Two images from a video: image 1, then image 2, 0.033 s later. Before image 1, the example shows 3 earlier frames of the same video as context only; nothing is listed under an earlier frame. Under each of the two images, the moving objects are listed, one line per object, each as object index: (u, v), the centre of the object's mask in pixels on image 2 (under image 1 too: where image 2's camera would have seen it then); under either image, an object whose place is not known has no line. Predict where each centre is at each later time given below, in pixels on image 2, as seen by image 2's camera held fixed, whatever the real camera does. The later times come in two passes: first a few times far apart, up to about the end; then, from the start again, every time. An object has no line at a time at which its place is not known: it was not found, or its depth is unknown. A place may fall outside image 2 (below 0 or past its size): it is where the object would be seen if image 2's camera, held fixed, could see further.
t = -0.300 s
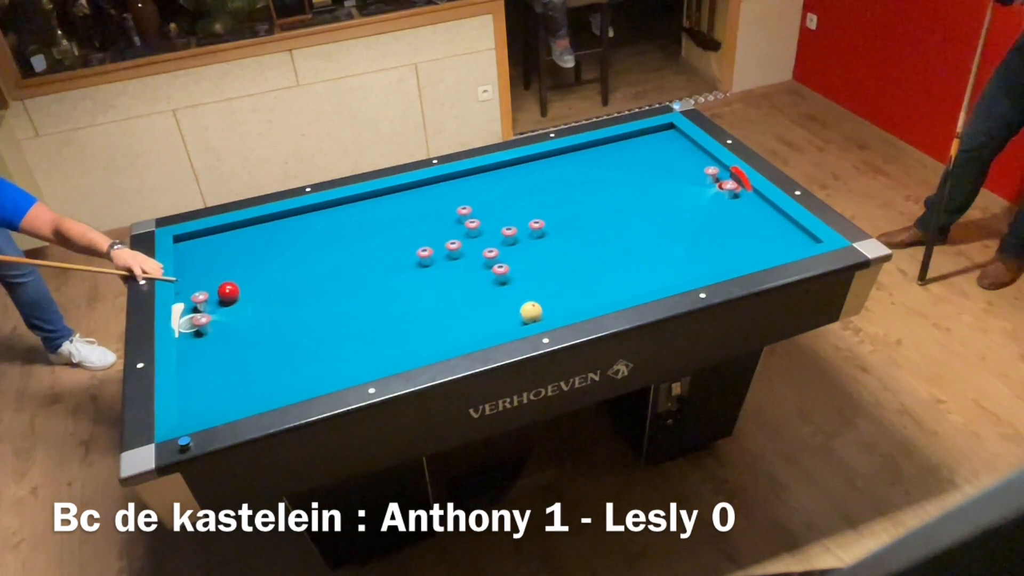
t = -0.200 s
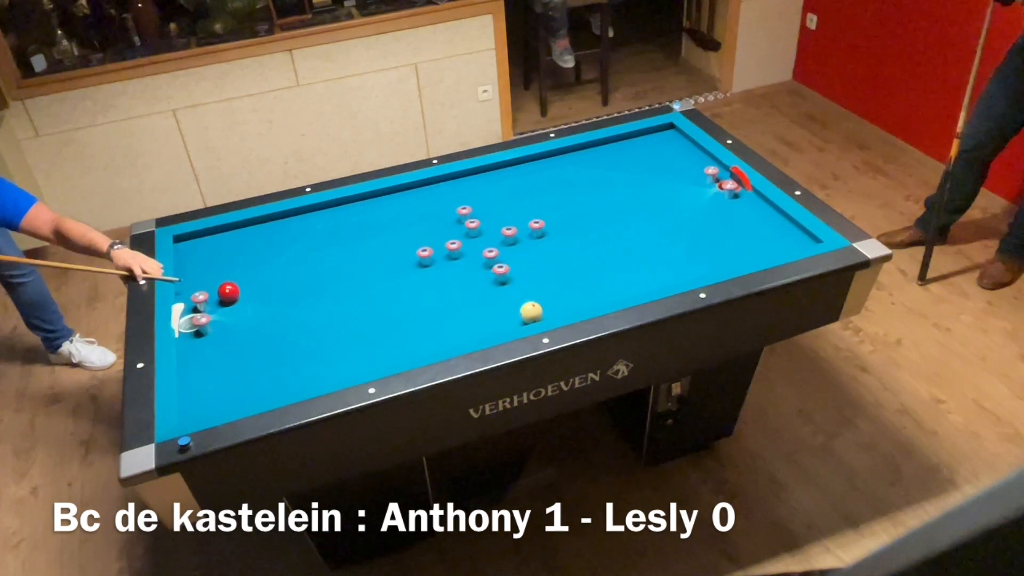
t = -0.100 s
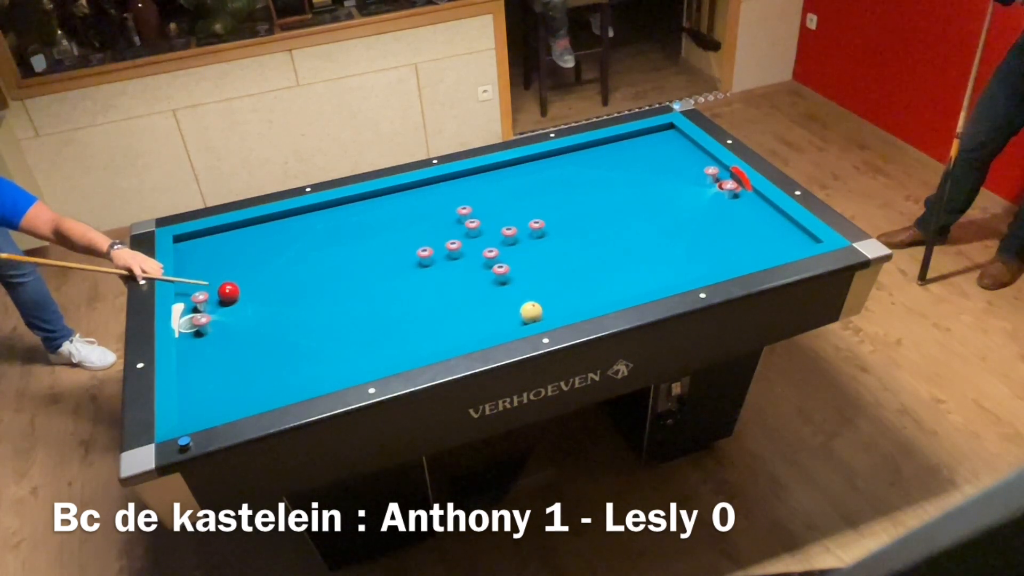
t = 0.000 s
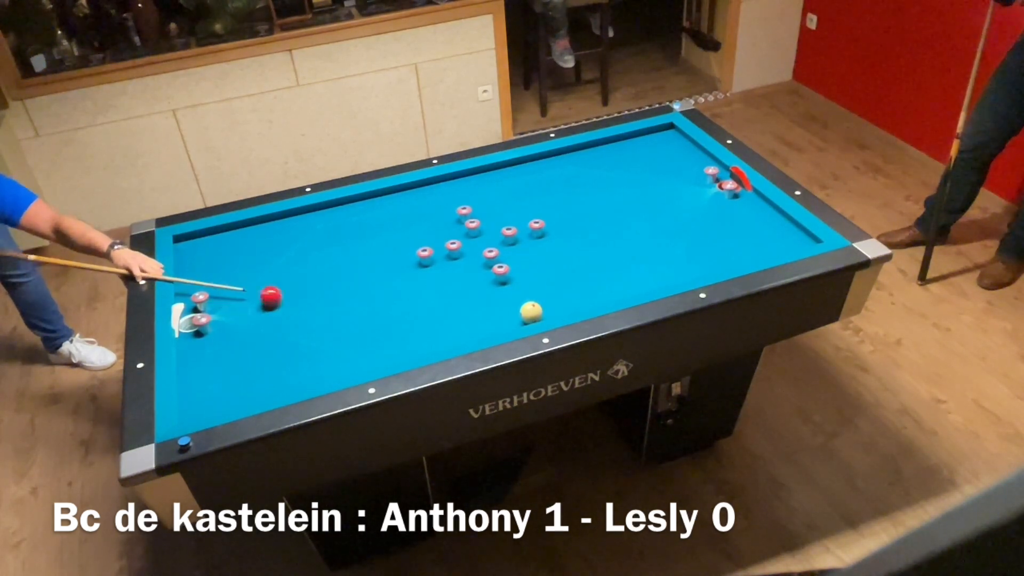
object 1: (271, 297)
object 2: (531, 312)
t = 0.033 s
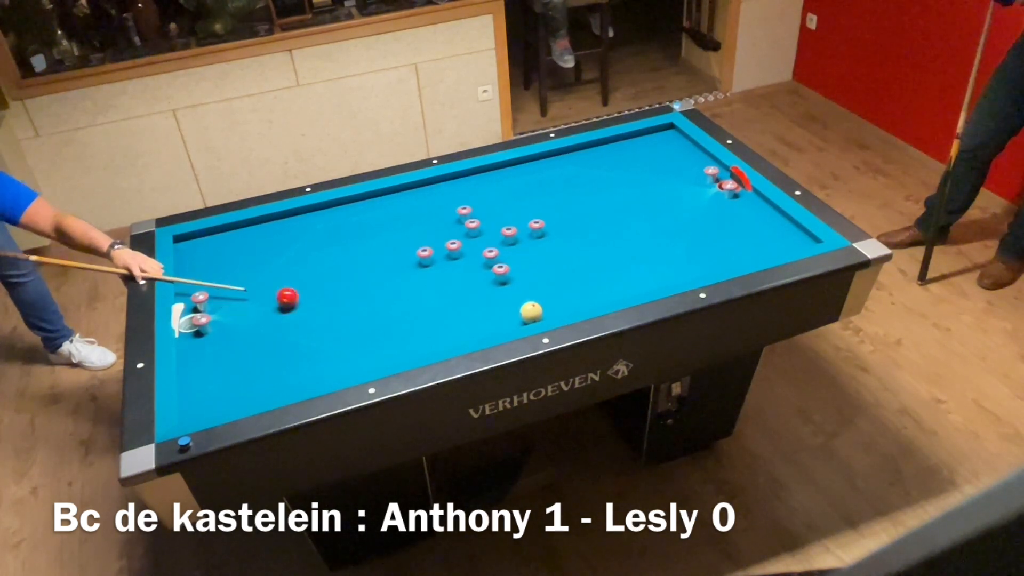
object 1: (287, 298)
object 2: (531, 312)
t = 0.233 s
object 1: (389, 308)
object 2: (531, 312)
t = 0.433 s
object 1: (495, 318)
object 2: (531, 312)
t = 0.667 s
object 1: (527, 296)
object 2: (595, 292)
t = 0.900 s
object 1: (550, 266)
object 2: (654, 275)
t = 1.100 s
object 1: (567, 242)
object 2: (703, 261)
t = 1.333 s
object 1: (585, 217)
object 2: (756, 245)
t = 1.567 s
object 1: (602, 194)
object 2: (794, 233)
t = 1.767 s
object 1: (615, 177)
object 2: (768, 241)
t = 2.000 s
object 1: (629, 157)
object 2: (739, 250)
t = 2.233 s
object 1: (641, 140)
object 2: (711, 258)
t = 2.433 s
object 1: (656, 135)
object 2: (687, 266)
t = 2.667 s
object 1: (676, 137)
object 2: (659, 274)
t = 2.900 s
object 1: (679, 142)
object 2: (631, 282)
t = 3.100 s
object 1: (677, 148)
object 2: (607, 289)
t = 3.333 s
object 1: (675, 153)
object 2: (580, 297)
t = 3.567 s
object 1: (673, 159)
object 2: (553, 305)
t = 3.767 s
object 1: (671, 164)
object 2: (530, 312)
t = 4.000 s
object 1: (669, 169)
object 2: (503, 320)
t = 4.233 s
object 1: (666, 174)
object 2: (477, 327)
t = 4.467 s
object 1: (664, 178)
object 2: (451, 334)
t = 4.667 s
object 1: (663, 182)
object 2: (430, 341)
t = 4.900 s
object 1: (660, 186)
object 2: (405, 348)
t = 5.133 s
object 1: (658, 190)
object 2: (381, 355)
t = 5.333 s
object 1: (657, 193)
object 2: (361, 360)
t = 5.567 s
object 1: (655, 197)
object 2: (338, 366)
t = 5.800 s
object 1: (653, 199)
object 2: (316, 372)
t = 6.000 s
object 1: (652, 201)
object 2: (298, 377)
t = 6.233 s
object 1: (650, 203)
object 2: (278, 383)
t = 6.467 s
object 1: (649, 205)
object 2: (258, 389)
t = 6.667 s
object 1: (648, 206)
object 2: (242, 394)
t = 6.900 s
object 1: (647, 208)
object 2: (224, 398)
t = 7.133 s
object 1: (647, 209)
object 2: (208, 403)
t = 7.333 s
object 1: (646, 209)
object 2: (194, 406)
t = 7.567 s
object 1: (646, 209)
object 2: (198, 405)
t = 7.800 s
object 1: (646, 209)
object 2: (206, 403)
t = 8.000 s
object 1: (646, 209)
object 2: (211, 402)
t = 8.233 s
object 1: (646, 209)
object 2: (216, 400)
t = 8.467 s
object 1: (646, 209)
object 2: (221, 398)
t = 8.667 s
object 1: (646, 209)
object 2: (223, 397)
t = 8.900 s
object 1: (646, 209)
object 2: (225, 396)
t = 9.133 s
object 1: (646, 209)
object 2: (227, 396)
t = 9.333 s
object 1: (646, 209)
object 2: (228, 396)
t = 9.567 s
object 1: (646, 209)
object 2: (228, 396)
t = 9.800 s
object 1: (646, 209)
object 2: (228, 396)
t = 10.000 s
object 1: (646, 209)
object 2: (228, 396)
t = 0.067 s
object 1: (304, 299)
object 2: (531, 312)
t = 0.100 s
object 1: (321, 301)
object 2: (531, 312)
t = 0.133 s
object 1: (338, 303)
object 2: (531, 312)
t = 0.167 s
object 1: (354, 304)
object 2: (531, 312)
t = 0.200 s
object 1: (372, 306)
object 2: (531, 312)
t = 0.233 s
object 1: (389, 308)
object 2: (531, 312)
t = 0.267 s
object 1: (406, 309)
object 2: (531, 312)
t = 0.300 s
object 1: (424, 311)
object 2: (531, 312)
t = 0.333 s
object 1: (442, 313)
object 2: (531, 312)
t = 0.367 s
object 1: (459, 314)
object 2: (531, 312)
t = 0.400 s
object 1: (477, 316)
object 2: (531, 312)
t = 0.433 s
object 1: (495, 318)
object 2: (531, 312)
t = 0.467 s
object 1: (511, 319)
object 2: (533, 311)
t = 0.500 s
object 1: (515, 320)
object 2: (546, 307)
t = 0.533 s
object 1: (516, 316)
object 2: (557, 304)
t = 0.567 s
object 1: (518, 311)
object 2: (568, 301)
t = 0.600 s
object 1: (520, 306)
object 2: (578, 297)
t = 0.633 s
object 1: (524, 301)
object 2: (586, 295)
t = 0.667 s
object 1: (527, 296)
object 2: (595, 292)
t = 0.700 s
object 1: (530, 292)
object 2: (604, 290)
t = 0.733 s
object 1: (534, 287)
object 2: (613, 287)
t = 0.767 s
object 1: (537, 283)
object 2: (621, 285)
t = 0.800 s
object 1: (540, 278)
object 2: (629, 282)
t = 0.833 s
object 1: (543, 274)
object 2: (638, 280)
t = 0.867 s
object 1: (546, 270)
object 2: (646, 277)
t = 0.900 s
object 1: (550, 266)
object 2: (654, 275)
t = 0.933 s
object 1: (553, 262)
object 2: (663, 272)
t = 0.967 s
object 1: (556, 258)
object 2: (671, 270)
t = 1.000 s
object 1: (558, 253)
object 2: (679, 268)
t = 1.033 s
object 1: (561, 250)
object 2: (687, 266)
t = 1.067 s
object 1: (564, 246)
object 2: (695, 263)
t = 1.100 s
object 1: (567, 242)
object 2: (703, 261)
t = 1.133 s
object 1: (570, 238)
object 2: (711, 258)
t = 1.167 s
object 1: (572, 234)
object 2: (718, 256)
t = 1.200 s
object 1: (575, 231)
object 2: (726, 254)
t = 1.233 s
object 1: (578, 227)
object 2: (733, 251)
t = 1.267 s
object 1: (580, 224)
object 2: (741, 249)
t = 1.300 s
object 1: (583, 220)
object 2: (749, 247)
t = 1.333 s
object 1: (585, 217)
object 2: (756, 245)
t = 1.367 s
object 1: (588, 213)
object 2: (763, 243)
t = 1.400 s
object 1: (590, 210)
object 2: (771, 240)
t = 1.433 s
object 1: (593, 206)
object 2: (778, 238)
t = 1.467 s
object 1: (595, 204)
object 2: (785, 236)
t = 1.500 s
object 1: (597, 200)
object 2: (792, 234)
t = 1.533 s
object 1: (599, 197)
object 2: (799, 232)
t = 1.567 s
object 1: (602, 194)
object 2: (794, 233)
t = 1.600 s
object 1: (604, 191)
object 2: (789, 235)
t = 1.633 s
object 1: (606, 188)
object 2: (785, 236)
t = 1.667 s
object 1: (608, 185)
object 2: (781, 238)
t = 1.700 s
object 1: (611, 182)
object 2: (776, 239)
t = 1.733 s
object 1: (613, 179)
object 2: (772, 240)
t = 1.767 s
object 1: (615, 177)
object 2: (768, 241)
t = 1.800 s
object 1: (617, 173)
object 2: (764, 242)
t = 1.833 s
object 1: (619, 171)
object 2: (760, 244)
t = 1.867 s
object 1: (621, 168)
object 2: (756, 245)
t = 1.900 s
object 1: (623, 165)
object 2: (752, 246)
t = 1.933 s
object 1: (625, 163)
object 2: (748, 247)
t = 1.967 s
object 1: (627, 160)
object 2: (744, 249)
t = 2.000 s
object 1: (629, 157)
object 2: (739, 250)
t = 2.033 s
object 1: (631, 155)
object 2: (735, 251)
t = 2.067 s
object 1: (633, 152)
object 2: (731, 252)
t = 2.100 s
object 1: (634, 150)
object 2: (727, 253)
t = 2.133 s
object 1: (636, 147)
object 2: (723, 255)
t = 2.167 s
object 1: (638, 145)
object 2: (719, 256)
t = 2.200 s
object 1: (640, 143)
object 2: (715, 257)
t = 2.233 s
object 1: (641, 140)
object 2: (711, 258)
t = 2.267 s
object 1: (643, 138)
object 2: (707, 259)
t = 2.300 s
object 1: (645, 135)
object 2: (703, 261)
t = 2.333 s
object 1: (647, 133)
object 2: (699, 262)
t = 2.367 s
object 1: (650, 134)
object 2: (695, 263)
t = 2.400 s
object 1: (653, 134)
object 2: (691, 265)
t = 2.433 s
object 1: (656, 135)
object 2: (687, 266)
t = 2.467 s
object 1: (659, 135)
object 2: (683, 267)
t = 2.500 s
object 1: (661, 135)
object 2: (679, 268)
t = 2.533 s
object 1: (664, 136)
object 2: (675, 270)
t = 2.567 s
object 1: (668, 136)
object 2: (671, 271)
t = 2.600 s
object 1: (670, 136)
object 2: (666, 272)
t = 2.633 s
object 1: (674, 136)
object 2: (662, 273)
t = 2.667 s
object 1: (676, 137)
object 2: (659, 274)
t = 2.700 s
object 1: (679, 137)
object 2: (655, 275)
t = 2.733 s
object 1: (681, 138)
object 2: (650, 277)
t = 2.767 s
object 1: (681, 139)
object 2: (646, 278)
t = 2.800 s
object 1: (680, 139)
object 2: (643, 279)
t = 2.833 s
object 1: (680, 140)
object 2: (639, 280)
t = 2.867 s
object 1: (679, 141)
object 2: (634, 281)
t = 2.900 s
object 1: (679, 142)
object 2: (631, 282)
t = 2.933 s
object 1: (679, 143)
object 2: (627, 284)
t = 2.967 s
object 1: (679, 144)
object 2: (623, 285)
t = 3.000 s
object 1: (678, 145)
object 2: (619, 286)
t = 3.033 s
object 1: (678, 146)
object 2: (615, 287)
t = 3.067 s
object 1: (677, 147)
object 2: (611, 288)
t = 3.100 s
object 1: (677, 148)
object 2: (607, 289)
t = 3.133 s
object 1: (677, 148)
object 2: (603, 290)
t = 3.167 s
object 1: (676, 149)
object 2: (599, 292)
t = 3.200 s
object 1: (676, 150)
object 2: (595, 293)
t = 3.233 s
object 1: (676, 151)
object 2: (591, 294)
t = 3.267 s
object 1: (676, 152)
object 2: (587, 295)
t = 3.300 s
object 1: (675, 153)
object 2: (584, 296)
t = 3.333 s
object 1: (675, 153)
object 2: (580, 297)
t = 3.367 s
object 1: (675, 154)
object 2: (576, 299)
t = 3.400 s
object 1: (674, 155)
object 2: (572, 300)
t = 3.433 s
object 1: (674, 156)
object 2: (568, 301)
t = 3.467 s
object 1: (674, 157)
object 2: (564, 302)
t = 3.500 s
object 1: (673, 157)
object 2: (561, 303)
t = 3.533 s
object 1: (673, 158)
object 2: (556, 304)
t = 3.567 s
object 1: (673, 159)
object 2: (553, 305)
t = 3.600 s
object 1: (672, 160)
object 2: (549, 307)
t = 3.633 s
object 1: (672, 161)
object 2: (545, 307)
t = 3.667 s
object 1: (672, 162)
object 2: (541, 309)
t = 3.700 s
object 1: (672, 163)
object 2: (537, 310)
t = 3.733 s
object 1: (671, 163)
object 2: (533, 311)
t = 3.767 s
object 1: (671, 164)
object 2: (530, 312)
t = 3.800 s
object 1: (671, 165)
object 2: (526, 313)
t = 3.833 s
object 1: (670, 166)
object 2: (522, 314)
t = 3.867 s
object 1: (670, 166)
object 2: (518, 315)
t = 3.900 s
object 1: (670, 167)
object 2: (514, 317)
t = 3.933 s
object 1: (669, 168)
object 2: (511, 318)
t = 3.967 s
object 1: (669, 169)
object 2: (507, 319)
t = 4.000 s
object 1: (669, 169)
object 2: (503, 320)
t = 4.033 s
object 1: (668, 170)
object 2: (499, 321)
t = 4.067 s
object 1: (668, 170)
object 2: (496, 322)
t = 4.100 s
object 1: (668, 171)
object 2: (492, 323)
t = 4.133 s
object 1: (667, 172)
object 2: (488, 324)
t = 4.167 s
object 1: (667, 173)
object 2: (484, 325)
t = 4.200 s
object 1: (667, 173)
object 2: (481, 326)
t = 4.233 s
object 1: (666, 174)
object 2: (477, 327)
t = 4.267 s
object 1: (666, 174)
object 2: (473, 328)
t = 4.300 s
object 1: (666, 175)
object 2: (470, 329)
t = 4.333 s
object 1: (666, 176)
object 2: (466, 330)
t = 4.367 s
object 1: (665, 176)
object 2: (462, 331)
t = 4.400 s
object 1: (665, 177)
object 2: (458, 332)
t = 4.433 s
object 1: (665, 178)
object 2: (455, 333)
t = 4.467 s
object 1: (664, 178)
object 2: (451, 334)
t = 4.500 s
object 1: (664, 179)
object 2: (448, 335)
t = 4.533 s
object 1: (664, 180)
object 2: (444, 336)
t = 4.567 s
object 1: (663, 180)
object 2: (441, 337)
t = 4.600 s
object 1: (663, 181)
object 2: (437, 339)
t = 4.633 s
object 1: (663, 182)
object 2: (433, 340)
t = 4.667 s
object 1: (663, 182)
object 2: (430, 341)
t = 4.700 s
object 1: (662, 183)
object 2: (426, 342)
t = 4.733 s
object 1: (662, 183)
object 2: (423, 343)
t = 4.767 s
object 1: (661, 184)
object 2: (419, 344)
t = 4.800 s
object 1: (661, 185)
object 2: (416, 345)
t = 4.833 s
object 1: (661, 185)
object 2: (412, 346)
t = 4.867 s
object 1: (661, 186)
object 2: (409, 347)
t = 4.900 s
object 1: (660, 186)
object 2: (405, 348)
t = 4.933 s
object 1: (660, 187)
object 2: (402, 349)
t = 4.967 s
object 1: (660, 188)
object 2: (398, 350)
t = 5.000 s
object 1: (660, 188)
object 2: (395, 351)
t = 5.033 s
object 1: (660, 189)
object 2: (391, 352)
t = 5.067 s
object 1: (659, 189)
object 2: (388, 352)
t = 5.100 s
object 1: (659, 190)
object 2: (384, 353)
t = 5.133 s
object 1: (658, 190)
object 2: (381, 355)
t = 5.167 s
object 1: (658, 191)
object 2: (378, 356)
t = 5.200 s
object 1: (658, 191)
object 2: (374, 357)
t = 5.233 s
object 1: (658, 192)
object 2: (371, 358)
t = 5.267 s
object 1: (658, 192)
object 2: (368, 358)
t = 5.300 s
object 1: (657, 193)
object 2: (364, 359)
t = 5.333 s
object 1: (657, 193)
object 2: (361, 360)
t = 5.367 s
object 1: (657, 194)
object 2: (358, 361)
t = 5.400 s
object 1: (656, 194)
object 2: (355, 362)
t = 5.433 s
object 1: (656, 195)
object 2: (351, 363)
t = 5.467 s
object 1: (656, 195)
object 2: (348, 364)
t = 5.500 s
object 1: (656, 196)
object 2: (345, 365)
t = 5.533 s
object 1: (655, 196)
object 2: (342, 366)
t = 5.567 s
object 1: (655, 197)
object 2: (338, 366)
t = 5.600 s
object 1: (655, 197)
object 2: (335, 367)
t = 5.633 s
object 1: (654, 197)
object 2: (332, 368)
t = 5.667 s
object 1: (654, 197)
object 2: (329, 369)
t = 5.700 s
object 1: (654, 198)
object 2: (326, 370)
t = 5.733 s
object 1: (654, 198)
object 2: (323, 371)
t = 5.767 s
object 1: (653, 198)
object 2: (319, 372)
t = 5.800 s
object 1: (653, 199)
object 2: (316, 372)
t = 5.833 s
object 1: (653, 199)
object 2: (313, 373)
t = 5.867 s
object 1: (653, 200)
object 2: (310, 374)
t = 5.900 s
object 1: (652, 200)
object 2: (307, 375)
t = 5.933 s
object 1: (652, 200)
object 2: (304, 376)
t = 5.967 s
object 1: (652, 201)
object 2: (301, 377)
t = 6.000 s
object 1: (652, 201)
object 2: (298, 377)
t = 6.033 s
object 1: (652, 202)
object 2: (295, 378)
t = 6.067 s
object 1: (651, 202)
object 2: (292, 379)
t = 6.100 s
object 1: (651, 202)
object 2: (289, 380)
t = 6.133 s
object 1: (651, 203)
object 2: (286, 381)
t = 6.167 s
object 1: (651, 203)
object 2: (284, 382)
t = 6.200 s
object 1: (650, 203)
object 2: (281, 383)
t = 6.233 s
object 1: (650, 203)
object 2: (278, 383)
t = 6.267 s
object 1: (650, 204)
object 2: (275, 384)
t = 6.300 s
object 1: (650, 204)
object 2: (272, 385)
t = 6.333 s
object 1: (650, 204)
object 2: (269, 386)
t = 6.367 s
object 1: (650, 204)
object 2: (266, 387)
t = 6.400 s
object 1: (649, 205)
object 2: (264, 387)
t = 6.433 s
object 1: (649, 205)
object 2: (261, 388)
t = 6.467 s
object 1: (649, 205)
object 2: (258, 389)
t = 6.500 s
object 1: (649, 205)
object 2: (255, 389)
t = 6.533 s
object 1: (649, 206)
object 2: (253, 390)
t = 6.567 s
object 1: (649, 206)
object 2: (250, 391)
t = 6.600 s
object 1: (648, 206)
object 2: (247, 392)
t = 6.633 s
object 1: (648, 206)
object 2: (245, 393)
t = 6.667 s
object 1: (648, 206)
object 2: (242, 394)
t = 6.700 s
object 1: (648, 206)
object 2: (239, 394)
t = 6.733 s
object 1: (648, 207)
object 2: (237, 395)
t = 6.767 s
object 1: (648, 207)
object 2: (234, 396)
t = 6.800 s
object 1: (648, 207)
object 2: (232, 396)
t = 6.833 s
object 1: (647, 207)
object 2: (230, 397)
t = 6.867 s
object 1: (647, 207)
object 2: (227, 397)
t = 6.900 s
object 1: (647, 208)
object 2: (224, 398)
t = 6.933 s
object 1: (647, 208)
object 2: (222, 399)
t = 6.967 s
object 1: (647, 208)
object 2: (219, 399)
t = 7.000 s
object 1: (647, 208)
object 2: (217, 400)
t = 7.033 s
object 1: (647, 208)
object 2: (214, 401)
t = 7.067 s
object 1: (647, 208)
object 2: (212, 402)
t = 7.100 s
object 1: (647, 208)
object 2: (210, 402)
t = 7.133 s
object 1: (647, 209)
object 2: (208, 403)
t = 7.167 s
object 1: (647, 209)
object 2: (205, 403)
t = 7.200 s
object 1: (647, 209)
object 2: (203, 404)
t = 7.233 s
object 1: (646, 209)
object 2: (201, 405)
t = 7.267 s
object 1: (646, 209)
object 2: (198, 405)
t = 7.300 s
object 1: (646, 209)
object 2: (196, 406)
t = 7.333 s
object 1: (646, 209)
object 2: (194, 406)
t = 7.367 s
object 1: (646, 209)
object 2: (192, 406)
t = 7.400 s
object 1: (646, 209)
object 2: (192, 406)
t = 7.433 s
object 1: (646, 209)
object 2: (193, 406)
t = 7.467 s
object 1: (646, 209)
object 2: (195, 406)
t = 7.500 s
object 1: (646, 209)
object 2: (196, 405)
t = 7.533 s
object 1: (646, 209)
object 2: (197, 405)
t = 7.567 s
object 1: (646, 209)
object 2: (198, 405)
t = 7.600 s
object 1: (646, 209)
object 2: (199, 405)
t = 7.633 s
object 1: (646, 209)
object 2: (200, 404)
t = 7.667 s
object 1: (646, 209)
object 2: (201, 404)
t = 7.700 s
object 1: (646, 209)
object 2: (203, 404)
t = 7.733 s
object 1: (646, 209)
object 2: (204, 403)
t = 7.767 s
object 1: (646, 209)
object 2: (205, 403)
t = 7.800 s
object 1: (646, 209)
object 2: (206, 403)
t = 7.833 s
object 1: (646, 209)
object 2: (207, 403)
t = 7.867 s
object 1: (646, 209)
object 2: (208, 403)
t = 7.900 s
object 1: (646, 209)
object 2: (208, 402)
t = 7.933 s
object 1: (646, 209)
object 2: (209, 402)
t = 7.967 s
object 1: (646, 209)
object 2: (210, 402)
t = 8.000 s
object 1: (646, 209)
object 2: (211, 402)
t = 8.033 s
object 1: (646, 209)
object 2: (212, 402)
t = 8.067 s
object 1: (646, 209)
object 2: (213, 401)
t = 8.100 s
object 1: (646, 209)
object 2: (213, 401)
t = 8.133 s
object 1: (646, 209)
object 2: (214, 401)
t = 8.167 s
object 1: (646, 209)
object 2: (215, 400)
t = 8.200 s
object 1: (646, 209)
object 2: (216, 400)
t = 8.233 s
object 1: (646, 209)
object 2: (216, 400)
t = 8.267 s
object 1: (646, 209)
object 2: (217, 399)
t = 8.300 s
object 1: (646, 209)
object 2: (218, 399)
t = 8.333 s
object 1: (646, 209)
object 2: (218, 399)
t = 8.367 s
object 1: (646, 209)
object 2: (219, 398)
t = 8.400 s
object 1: (646, 209)
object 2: (219, 398)
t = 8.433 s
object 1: (646, 209)
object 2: (220, 398)
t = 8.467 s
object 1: (646, 209)
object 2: (221, 398)
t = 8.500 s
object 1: (646, 209)
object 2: (221, 398)
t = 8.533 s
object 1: (646, 209)
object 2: (222, 397)
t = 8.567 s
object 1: (646, 209)
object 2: (222, 397)
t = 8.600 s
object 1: (646, 209)
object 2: (222, 397)
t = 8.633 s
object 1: (646, 209)
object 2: (223, 397)
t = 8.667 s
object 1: (646, 209)
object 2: (223, 397)
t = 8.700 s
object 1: (646, 209)
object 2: (224, 397)
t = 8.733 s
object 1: (646, 209)
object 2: (224, 397)
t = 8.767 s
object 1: (646, 209)
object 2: (224, 396)
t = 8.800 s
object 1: (646, 209)
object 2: (225, 397)
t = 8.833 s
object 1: (646, 209)
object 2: (225, 397)
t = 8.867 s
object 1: (646, 209)
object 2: (225, 397)
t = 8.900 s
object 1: (646, 209)
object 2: (225, 396)
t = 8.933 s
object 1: (646, 209)
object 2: (225, 396)
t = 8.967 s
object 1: (646, 209)
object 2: (226, 396)
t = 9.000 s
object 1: (646, 209)
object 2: (226, 396)
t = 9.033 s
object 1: (646, 209)
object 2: (226, 396)
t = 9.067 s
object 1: (646, 209)
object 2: (226, 396)
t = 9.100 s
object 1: (646, 209)
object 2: (227, 396)
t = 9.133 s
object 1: (646, 209)
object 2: (227, 396)
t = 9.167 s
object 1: (646, 209)
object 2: (227, 396)
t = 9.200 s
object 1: (646, 209)
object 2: (227, 396)
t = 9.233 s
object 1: (646, 209)
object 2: (227, 396)
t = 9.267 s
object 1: (646, 209)
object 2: (228, 396)
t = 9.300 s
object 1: (646, 209)
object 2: (228, 396)
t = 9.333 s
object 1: (646, 209)
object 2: (228, 396)
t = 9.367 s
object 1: (646, 209)
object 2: (228, 396)
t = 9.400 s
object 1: (646, 209)
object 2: (228, 396)
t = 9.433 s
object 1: (646, 209)
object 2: (228, 396)
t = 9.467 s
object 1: (646, 209)
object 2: (228, 396)
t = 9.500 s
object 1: (646, 209)
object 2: (228, 396)
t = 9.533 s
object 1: (646, 209)
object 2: (228, 396)
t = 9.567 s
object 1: (646, 209)
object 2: (228, 396)
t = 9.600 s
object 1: (646, 209)
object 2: (227, 396)
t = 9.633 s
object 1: (646, 209)
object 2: (227, 396)
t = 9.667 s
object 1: (646, 209)
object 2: (227, 396)
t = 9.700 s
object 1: (646, 209)
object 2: (227, 396)
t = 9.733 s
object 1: (646, 209)
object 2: (228, 396)
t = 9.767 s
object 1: (646, 209)
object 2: (228, 396)
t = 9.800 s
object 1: (646, 209)
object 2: (228, 396)
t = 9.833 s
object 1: (646, 209)
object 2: (228, 396)
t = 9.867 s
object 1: (646, 209)
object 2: (228, 396)
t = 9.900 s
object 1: (646, 209)
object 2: (228, 396)
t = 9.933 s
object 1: (646, 209)
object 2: (228, 396)
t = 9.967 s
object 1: (646, 209)
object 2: (228, 396)
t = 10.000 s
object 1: (646, 209)
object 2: (228, 396)
